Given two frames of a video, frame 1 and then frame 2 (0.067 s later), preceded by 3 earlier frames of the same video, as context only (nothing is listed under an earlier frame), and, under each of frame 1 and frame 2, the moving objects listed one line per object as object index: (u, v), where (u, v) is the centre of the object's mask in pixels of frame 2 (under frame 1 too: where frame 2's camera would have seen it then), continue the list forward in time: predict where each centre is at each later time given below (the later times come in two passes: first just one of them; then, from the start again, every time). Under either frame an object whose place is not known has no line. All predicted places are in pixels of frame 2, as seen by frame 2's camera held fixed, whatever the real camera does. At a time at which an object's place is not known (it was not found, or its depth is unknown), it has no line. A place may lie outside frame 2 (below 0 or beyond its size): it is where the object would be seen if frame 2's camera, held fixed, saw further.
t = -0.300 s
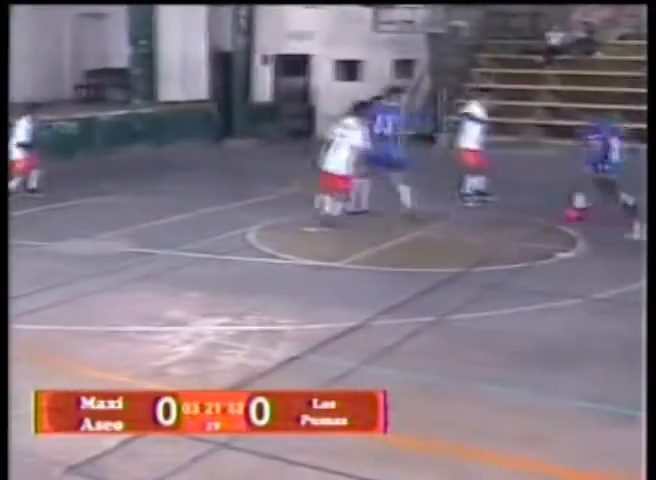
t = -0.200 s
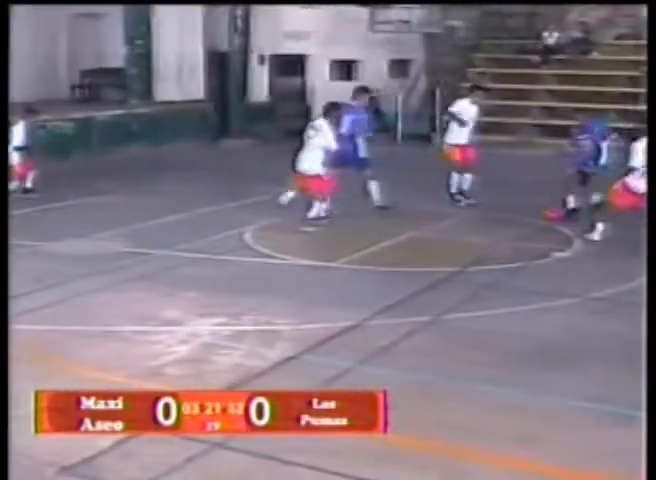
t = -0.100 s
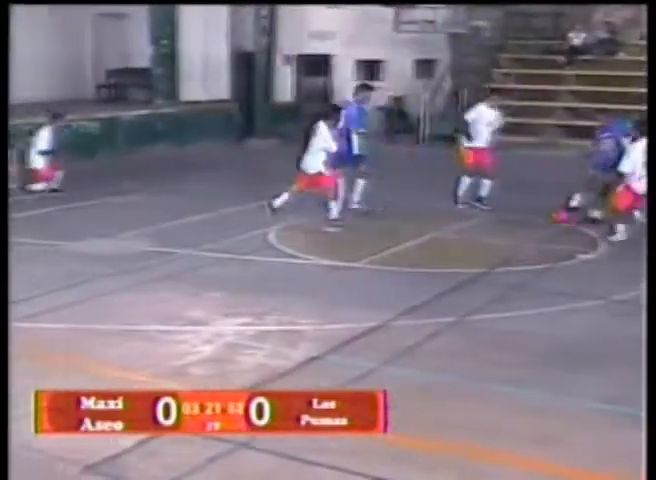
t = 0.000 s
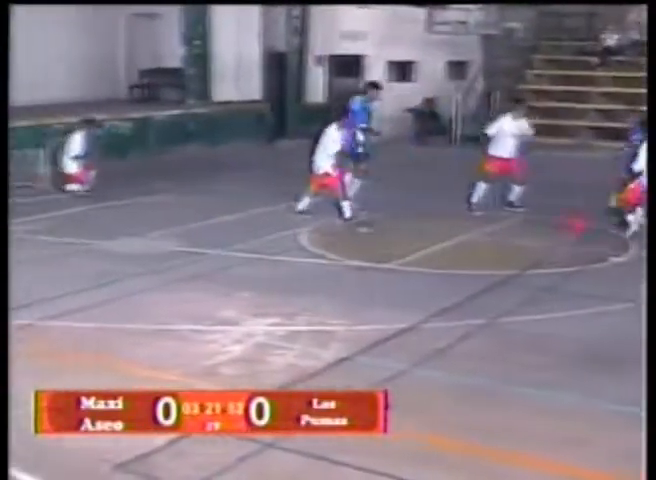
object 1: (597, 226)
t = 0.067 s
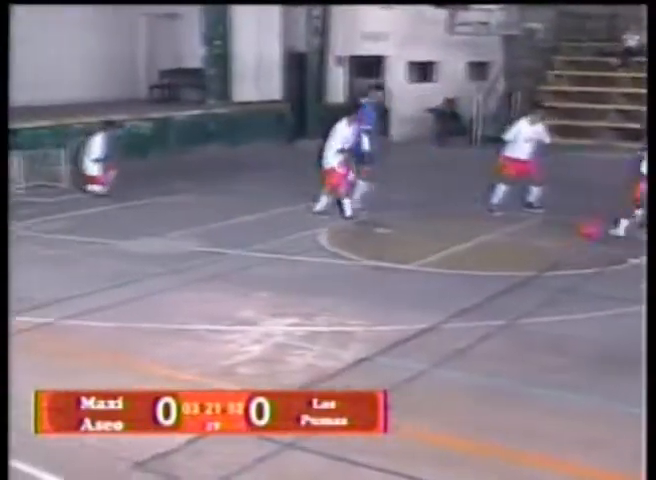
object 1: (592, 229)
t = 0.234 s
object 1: (566, 242)
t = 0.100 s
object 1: (585, 232)
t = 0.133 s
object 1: (581, 234)
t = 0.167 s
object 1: (575, 237)
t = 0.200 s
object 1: (570, 239)
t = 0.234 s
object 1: (566, 242)
